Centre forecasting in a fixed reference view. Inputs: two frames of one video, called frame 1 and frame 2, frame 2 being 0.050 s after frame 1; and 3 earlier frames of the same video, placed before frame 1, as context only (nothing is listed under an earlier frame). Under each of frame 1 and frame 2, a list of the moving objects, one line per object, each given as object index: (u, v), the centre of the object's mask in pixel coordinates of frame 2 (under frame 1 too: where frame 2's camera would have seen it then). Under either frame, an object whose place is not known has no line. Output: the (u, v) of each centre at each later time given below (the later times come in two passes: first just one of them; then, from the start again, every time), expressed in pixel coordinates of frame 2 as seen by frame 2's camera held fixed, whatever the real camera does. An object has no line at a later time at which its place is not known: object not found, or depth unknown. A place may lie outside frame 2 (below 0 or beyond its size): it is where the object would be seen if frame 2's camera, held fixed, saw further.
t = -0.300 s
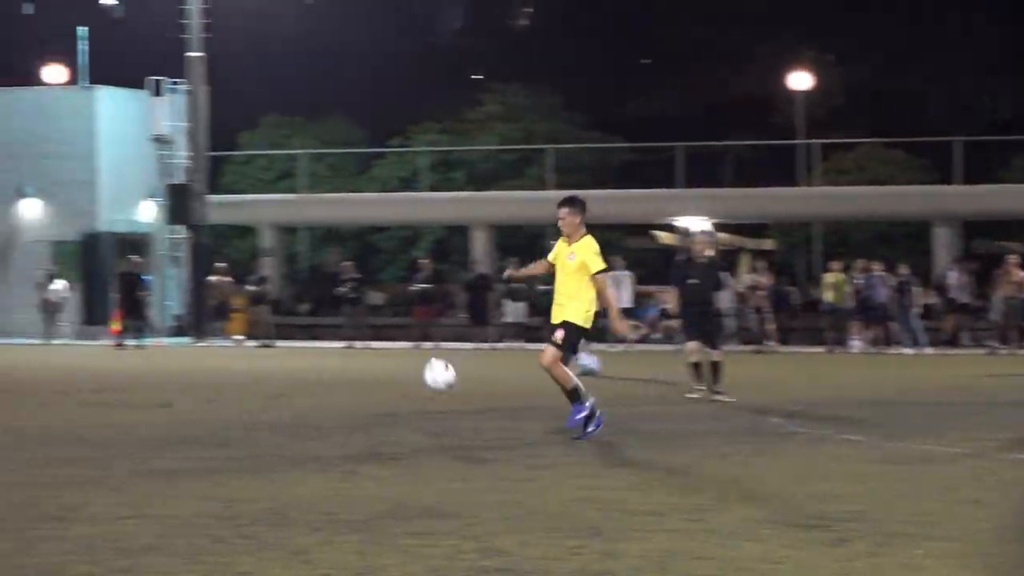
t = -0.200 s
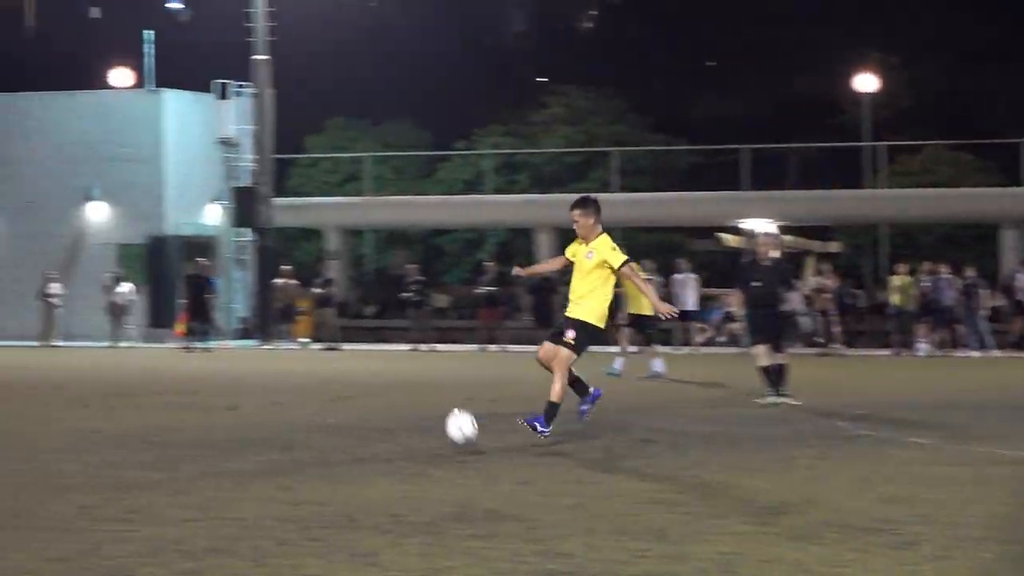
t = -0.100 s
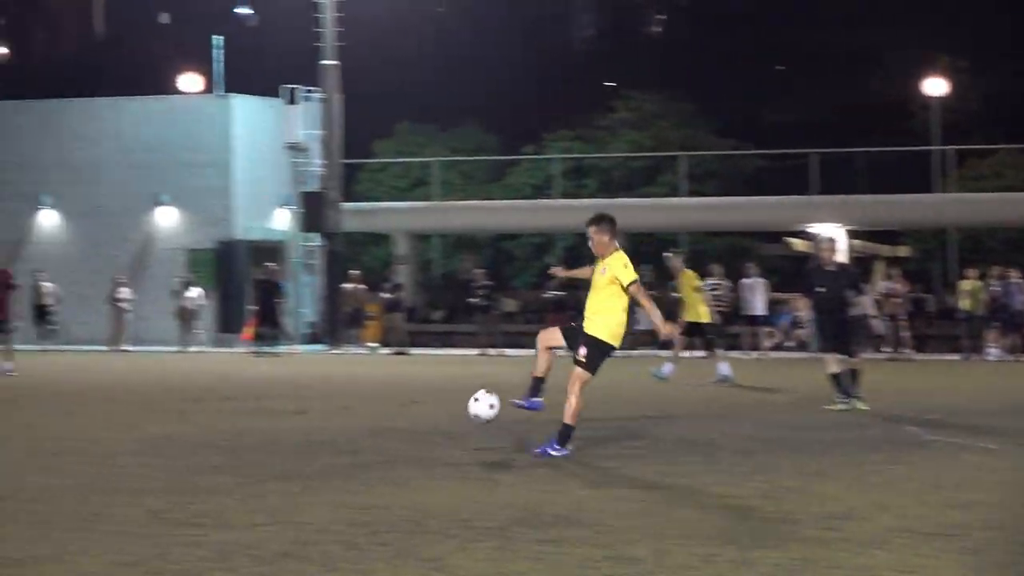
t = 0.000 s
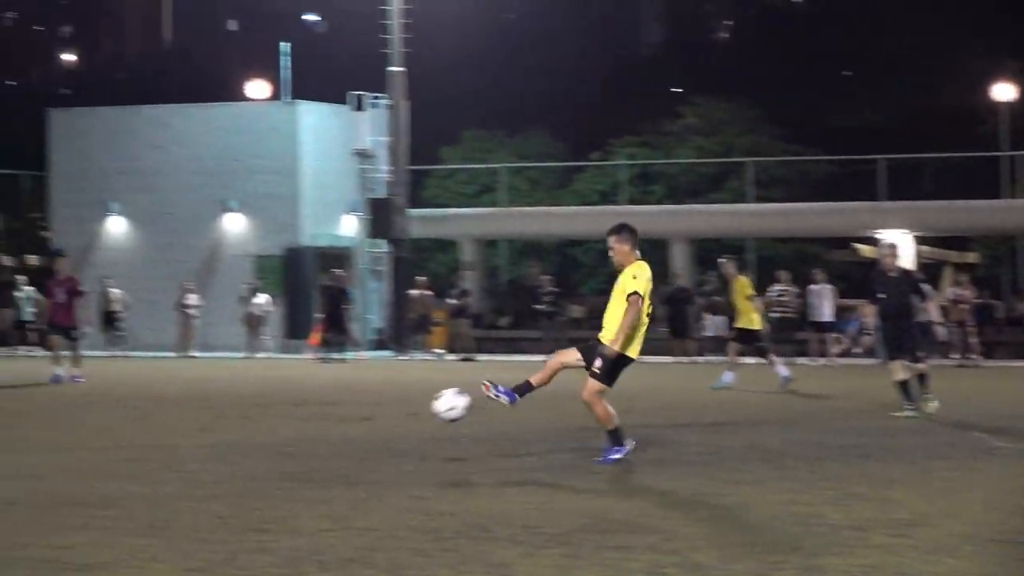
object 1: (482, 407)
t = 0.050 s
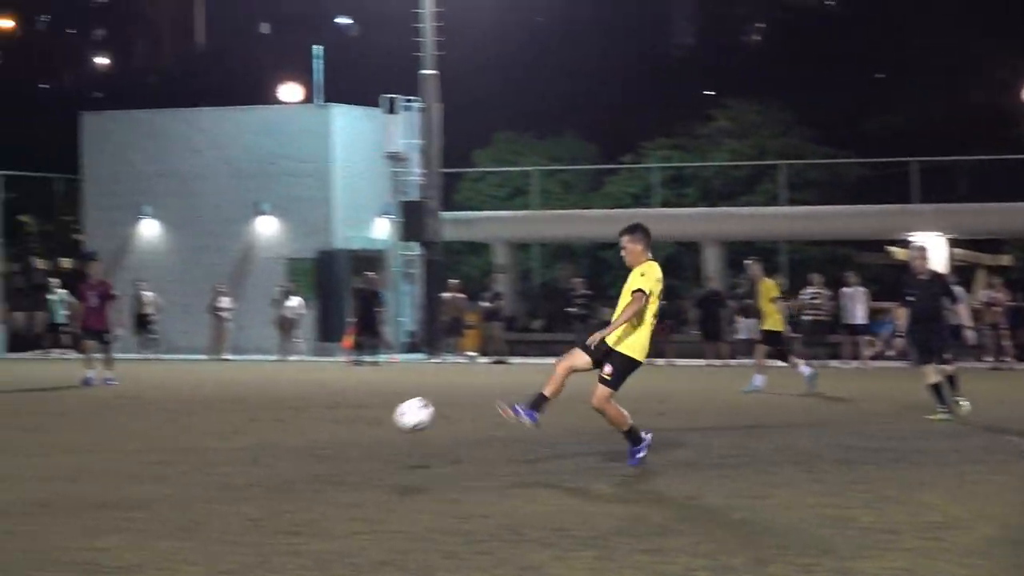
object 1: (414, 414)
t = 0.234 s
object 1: (138, 474)
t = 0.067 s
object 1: (390, 418)
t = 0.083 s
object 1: (366, 422)
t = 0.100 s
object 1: (342, 426)
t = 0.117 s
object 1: (317, 431)
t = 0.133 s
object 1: (293, 437)
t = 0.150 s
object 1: (268, 444)
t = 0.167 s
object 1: (241, 451)
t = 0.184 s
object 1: (215, 458)
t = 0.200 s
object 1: (188, 467)
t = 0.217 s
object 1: (162, 474)
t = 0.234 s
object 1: (138, 474)
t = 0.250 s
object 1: (116, 468)
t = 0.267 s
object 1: (94, 465)
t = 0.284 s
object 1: (70, 461)
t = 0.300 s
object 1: (48, 457)
